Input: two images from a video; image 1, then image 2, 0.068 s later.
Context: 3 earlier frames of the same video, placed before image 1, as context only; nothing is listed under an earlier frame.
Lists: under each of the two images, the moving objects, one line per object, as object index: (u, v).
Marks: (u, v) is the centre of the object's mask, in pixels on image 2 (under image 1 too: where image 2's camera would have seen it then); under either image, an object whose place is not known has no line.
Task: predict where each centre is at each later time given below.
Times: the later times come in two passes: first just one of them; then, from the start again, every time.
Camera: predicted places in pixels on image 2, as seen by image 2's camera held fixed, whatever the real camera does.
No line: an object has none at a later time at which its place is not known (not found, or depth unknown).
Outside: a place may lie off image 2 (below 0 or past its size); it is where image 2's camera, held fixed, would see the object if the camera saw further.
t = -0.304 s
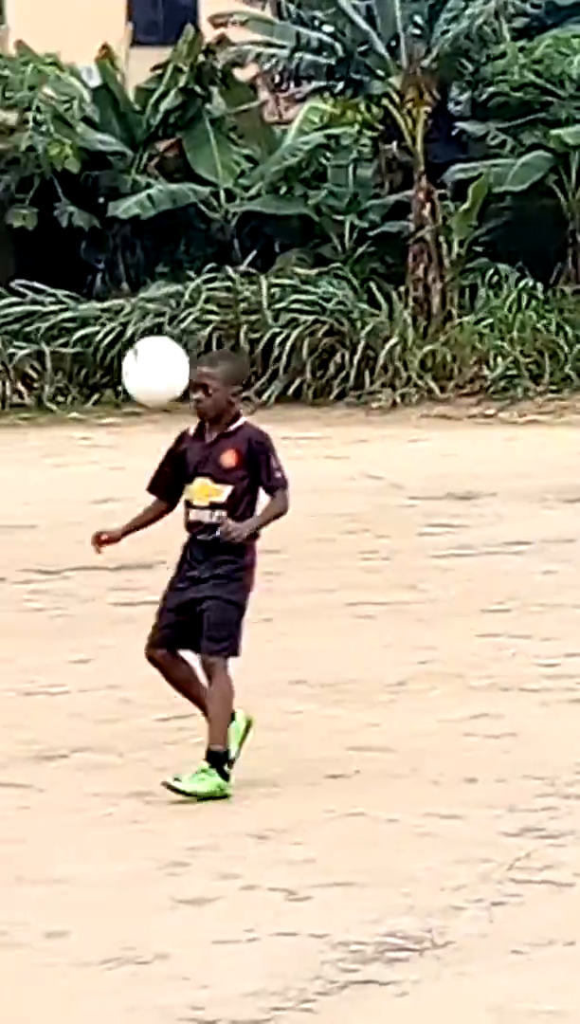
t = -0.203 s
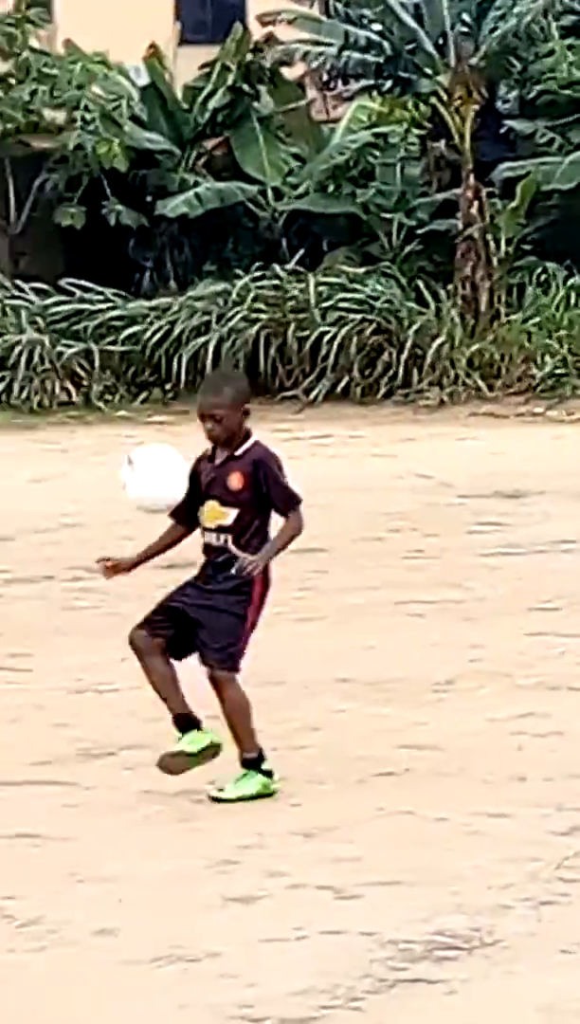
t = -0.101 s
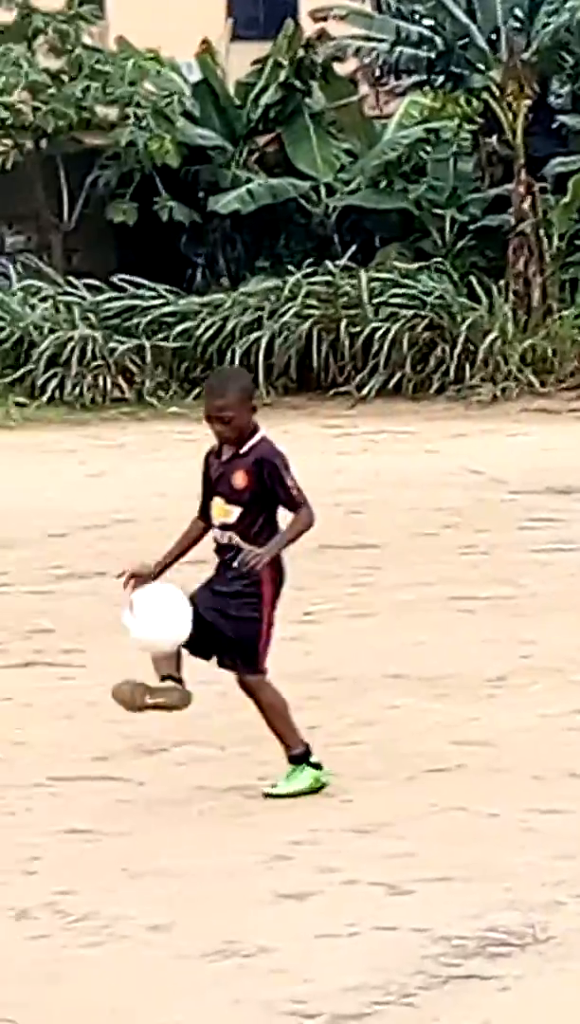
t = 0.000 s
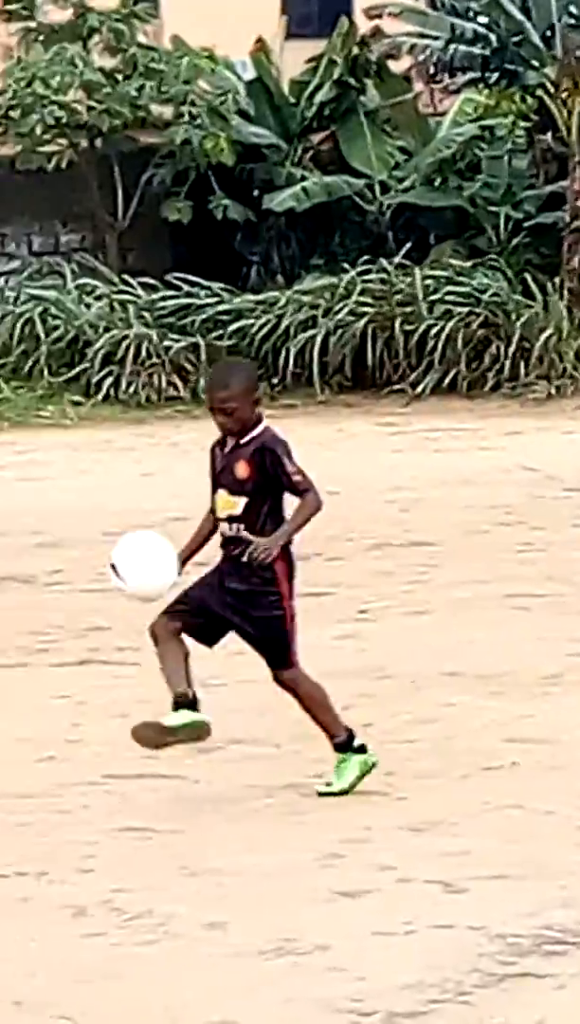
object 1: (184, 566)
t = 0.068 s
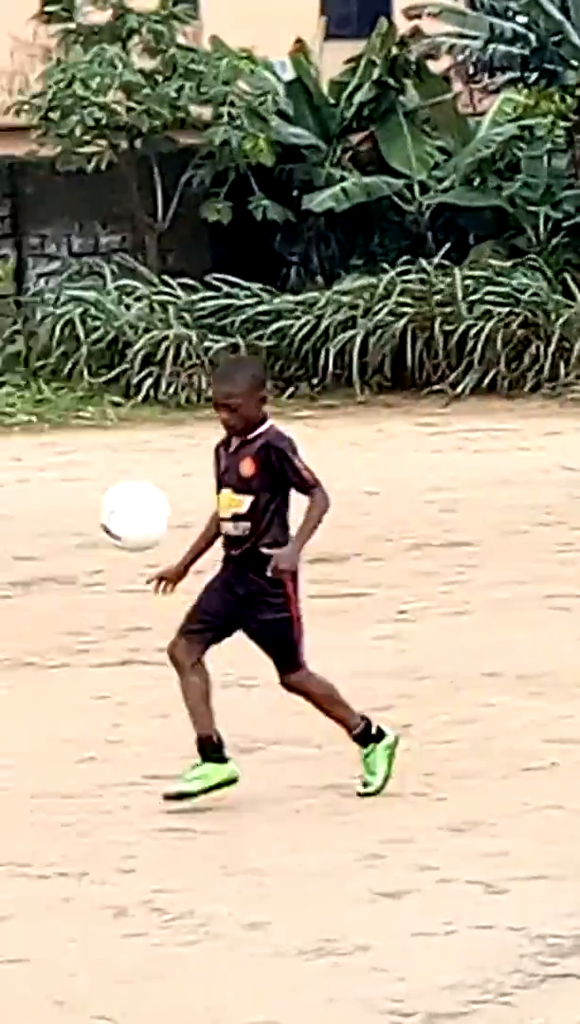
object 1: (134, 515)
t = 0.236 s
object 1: (10, 449)
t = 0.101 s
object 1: (109, 495)
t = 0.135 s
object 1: (84, 478)
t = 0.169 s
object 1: (60, 465)
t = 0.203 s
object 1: (35, 455)
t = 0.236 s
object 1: (10, 449)
